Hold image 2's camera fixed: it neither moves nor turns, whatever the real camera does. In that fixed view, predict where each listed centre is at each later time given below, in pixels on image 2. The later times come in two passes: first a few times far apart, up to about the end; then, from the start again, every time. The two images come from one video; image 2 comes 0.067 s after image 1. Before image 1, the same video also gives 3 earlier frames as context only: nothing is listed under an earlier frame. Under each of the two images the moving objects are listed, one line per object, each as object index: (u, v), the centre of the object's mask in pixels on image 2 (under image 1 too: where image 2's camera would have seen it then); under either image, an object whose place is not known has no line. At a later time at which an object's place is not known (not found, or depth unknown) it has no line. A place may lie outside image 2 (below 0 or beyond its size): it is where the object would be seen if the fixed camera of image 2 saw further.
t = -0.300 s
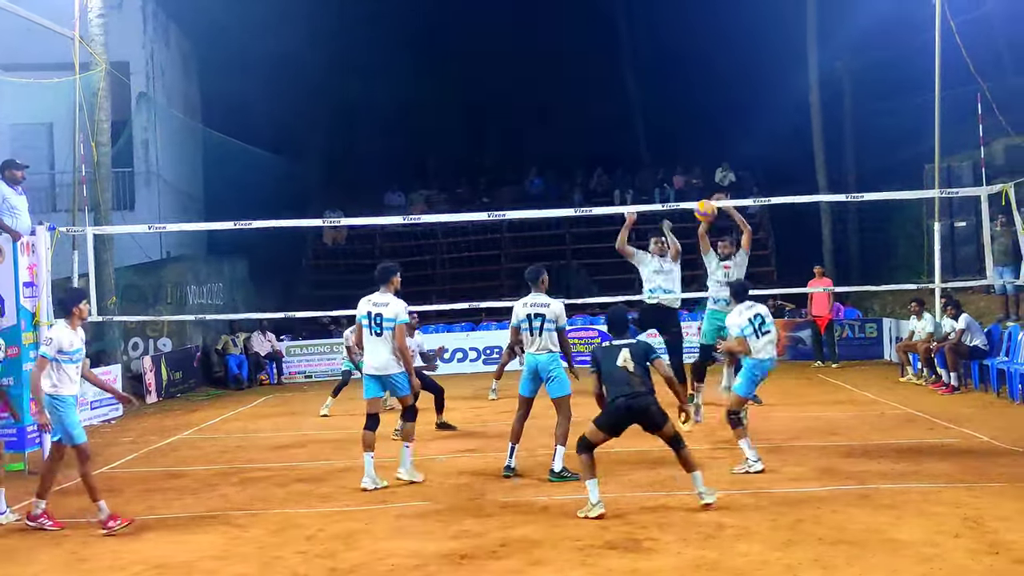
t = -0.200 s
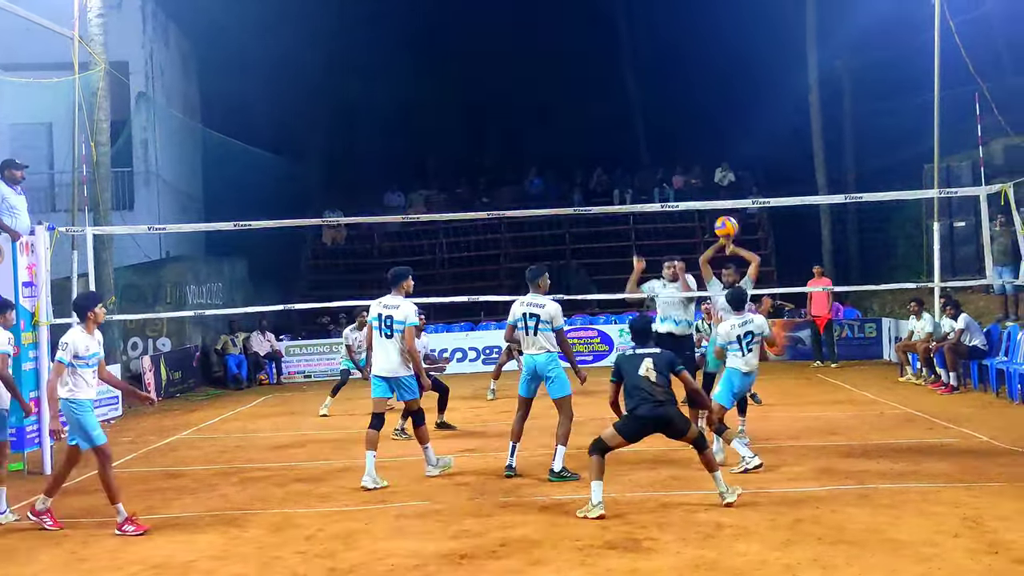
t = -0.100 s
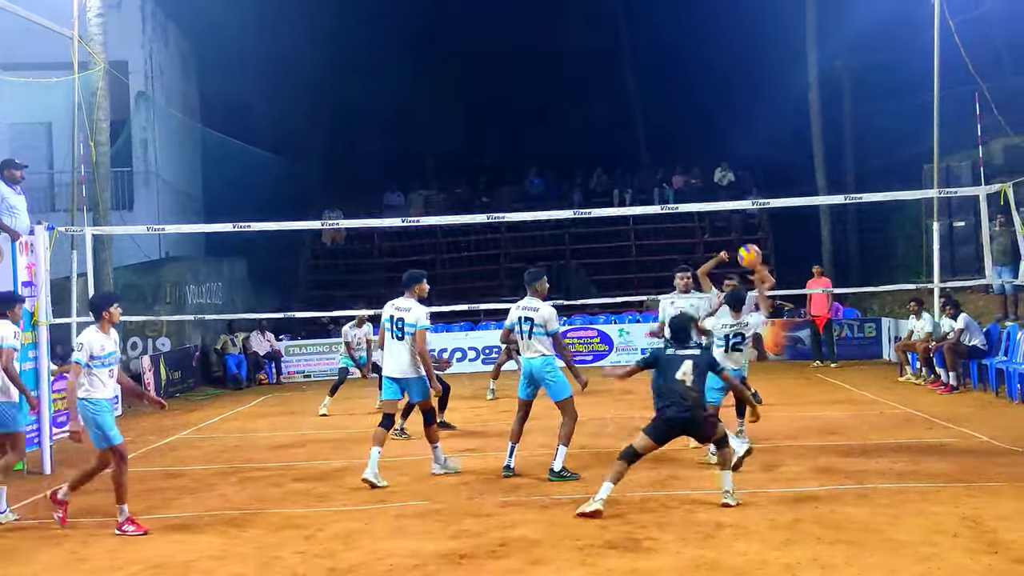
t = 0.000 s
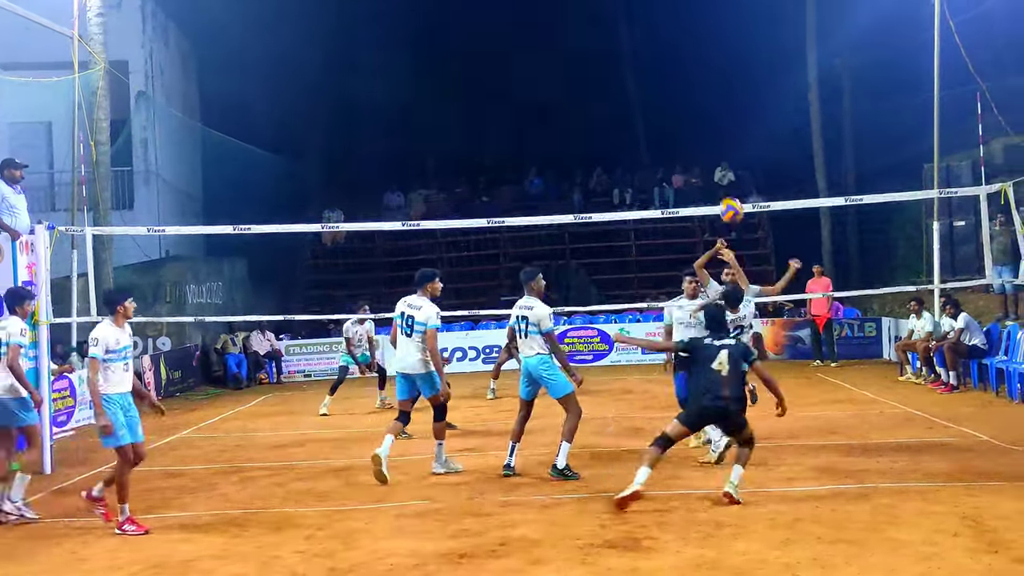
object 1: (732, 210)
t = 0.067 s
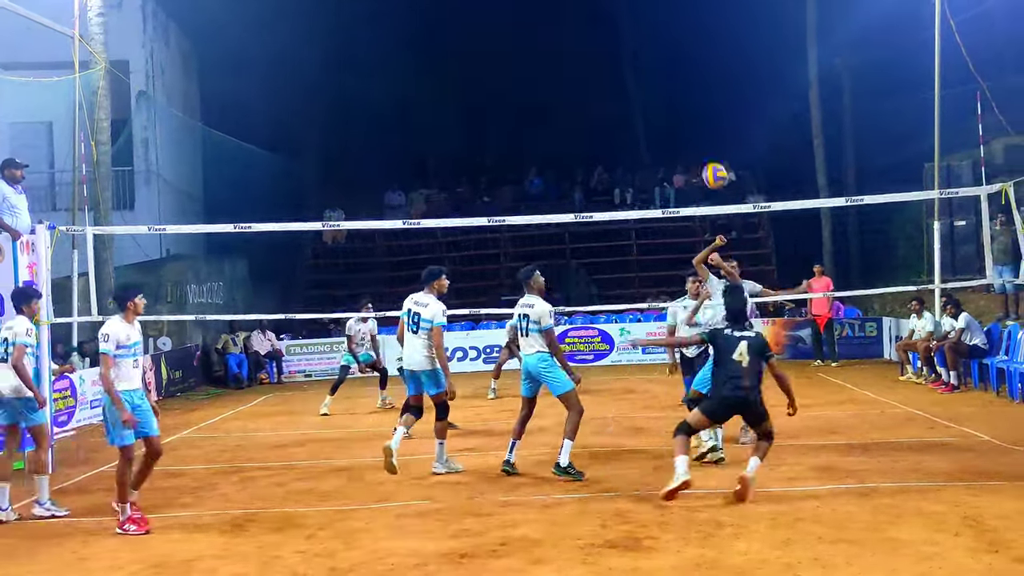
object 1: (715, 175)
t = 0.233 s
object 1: (672, 106)
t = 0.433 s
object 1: (623, 62)
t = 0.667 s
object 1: (566, 65)
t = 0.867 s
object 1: (520, 119)
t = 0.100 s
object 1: (705, 158)
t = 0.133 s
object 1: (697, 144)
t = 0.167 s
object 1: (689, 131)
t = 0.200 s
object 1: (681, 119)
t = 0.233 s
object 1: (672, 106)
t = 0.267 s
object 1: (664, 95)
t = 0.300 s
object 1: (656, 87)
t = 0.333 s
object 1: (648, 80)
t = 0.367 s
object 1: (639, 72)
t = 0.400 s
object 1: (631, 66)
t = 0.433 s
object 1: (623, 62)
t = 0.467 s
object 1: (615, 60)
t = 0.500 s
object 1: (606, 57)
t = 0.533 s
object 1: (598, 55)
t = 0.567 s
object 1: (590, 56)
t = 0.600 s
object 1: (583, 59)
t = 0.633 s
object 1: (575, 62)
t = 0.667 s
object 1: (566, 65)
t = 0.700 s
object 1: (558, 71)
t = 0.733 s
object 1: (551, 79)
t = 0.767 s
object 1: (543, 87)
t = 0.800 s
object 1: (535, 95)
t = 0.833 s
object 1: (527, 106)
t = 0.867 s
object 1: (520, 119)
